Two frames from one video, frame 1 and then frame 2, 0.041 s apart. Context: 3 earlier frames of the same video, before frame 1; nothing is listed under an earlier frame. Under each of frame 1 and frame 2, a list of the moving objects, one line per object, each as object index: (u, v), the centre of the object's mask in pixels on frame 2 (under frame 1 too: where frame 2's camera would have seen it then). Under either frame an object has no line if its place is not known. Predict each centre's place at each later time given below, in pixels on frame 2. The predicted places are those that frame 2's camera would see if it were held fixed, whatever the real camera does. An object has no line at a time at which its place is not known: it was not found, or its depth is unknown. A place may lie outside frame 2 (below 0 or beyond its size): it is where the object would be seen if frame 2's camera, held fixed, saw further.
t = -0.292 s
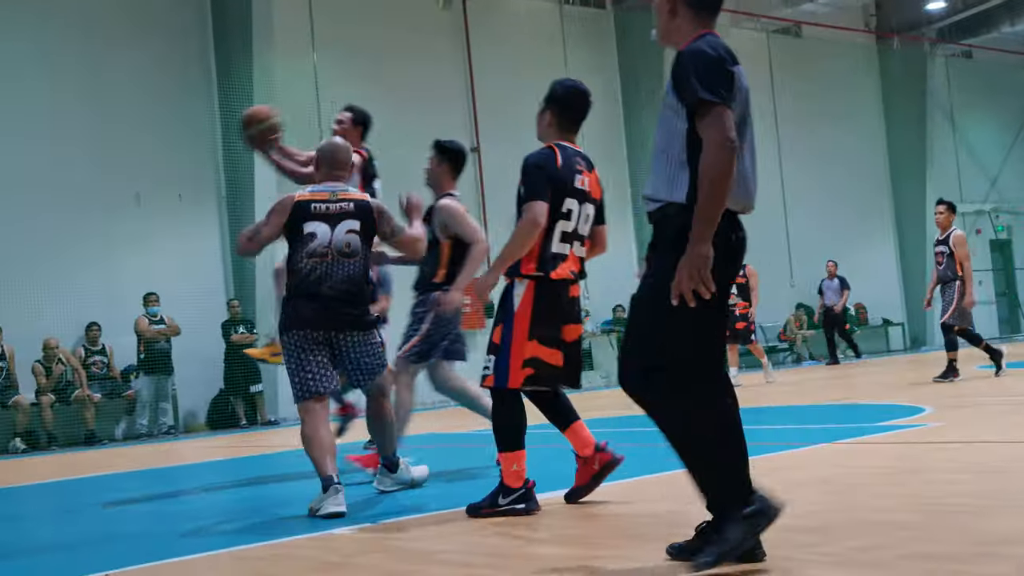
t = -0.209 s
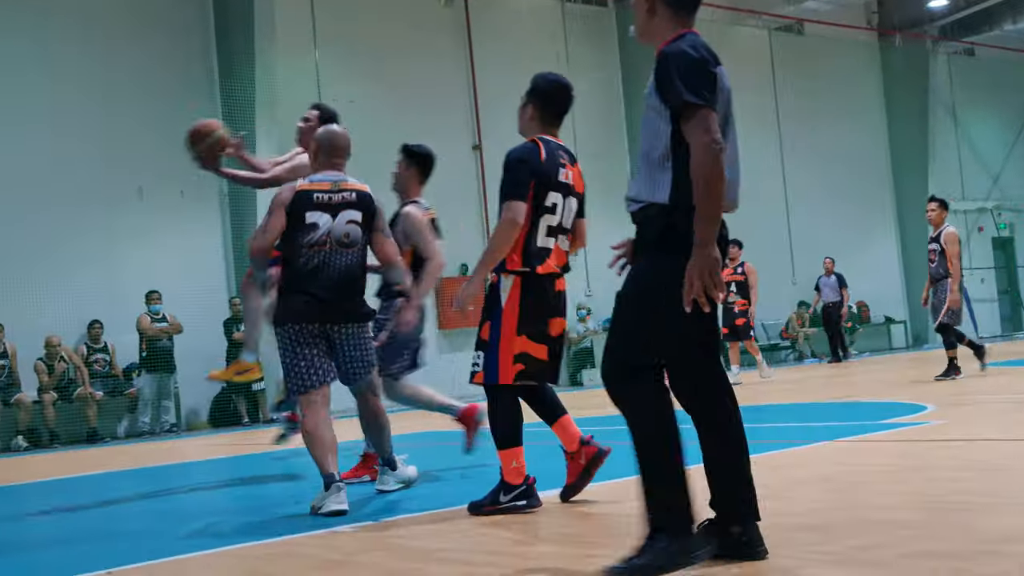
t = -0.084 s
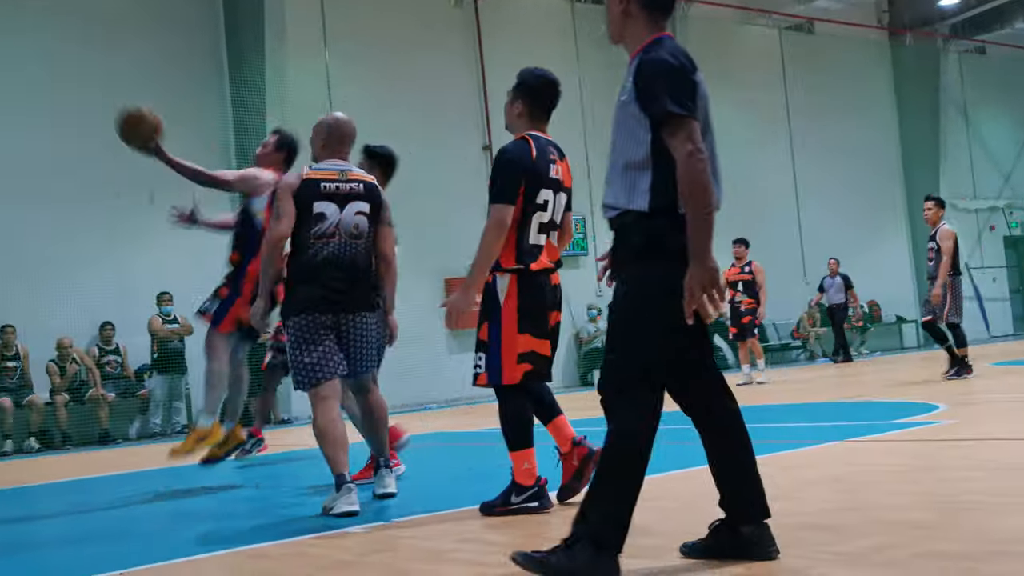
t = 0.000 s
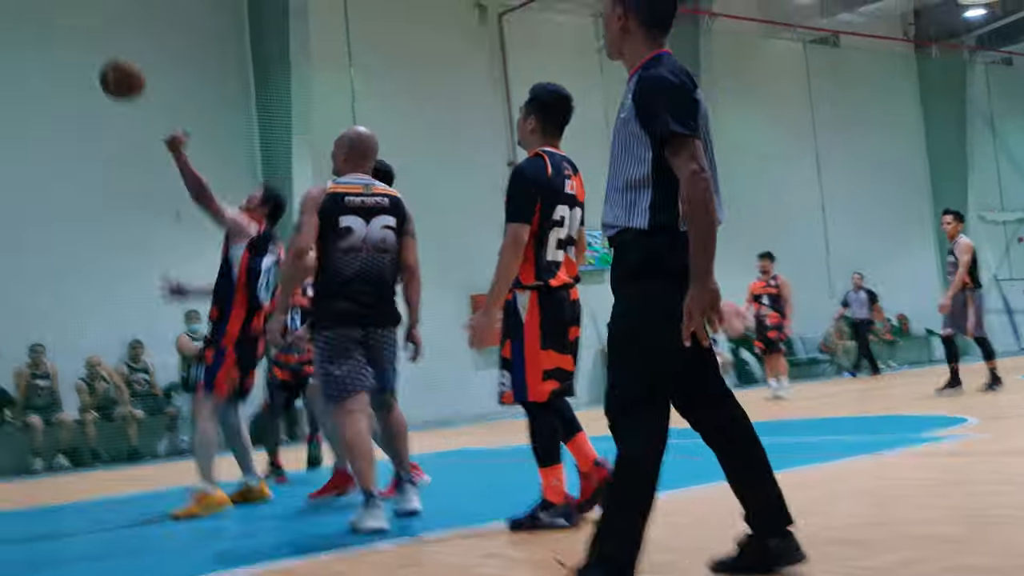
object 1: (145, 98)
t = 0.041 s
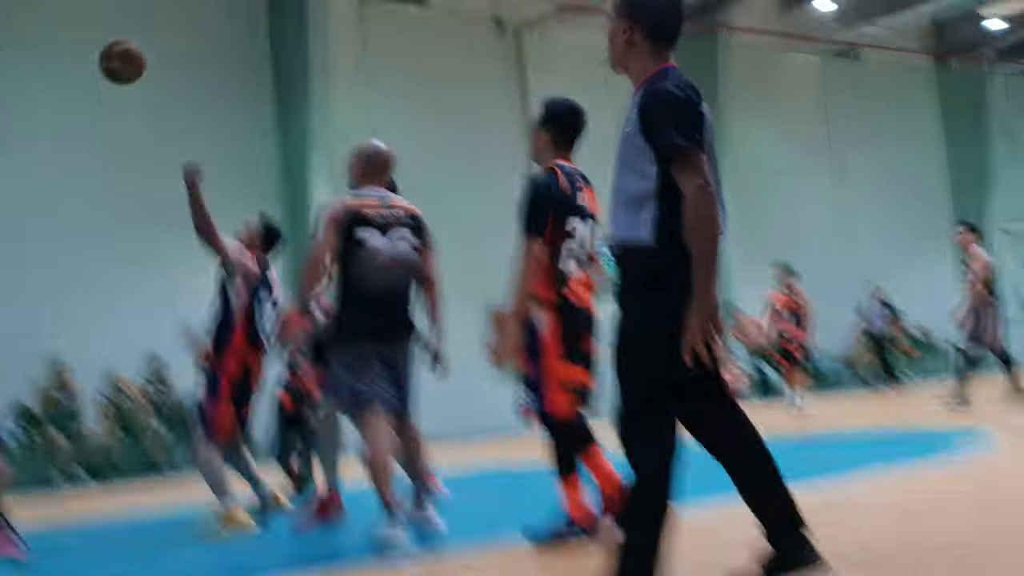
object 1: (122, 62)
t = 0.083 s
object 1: (96, 31)
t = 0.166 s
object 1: (49, -19)
